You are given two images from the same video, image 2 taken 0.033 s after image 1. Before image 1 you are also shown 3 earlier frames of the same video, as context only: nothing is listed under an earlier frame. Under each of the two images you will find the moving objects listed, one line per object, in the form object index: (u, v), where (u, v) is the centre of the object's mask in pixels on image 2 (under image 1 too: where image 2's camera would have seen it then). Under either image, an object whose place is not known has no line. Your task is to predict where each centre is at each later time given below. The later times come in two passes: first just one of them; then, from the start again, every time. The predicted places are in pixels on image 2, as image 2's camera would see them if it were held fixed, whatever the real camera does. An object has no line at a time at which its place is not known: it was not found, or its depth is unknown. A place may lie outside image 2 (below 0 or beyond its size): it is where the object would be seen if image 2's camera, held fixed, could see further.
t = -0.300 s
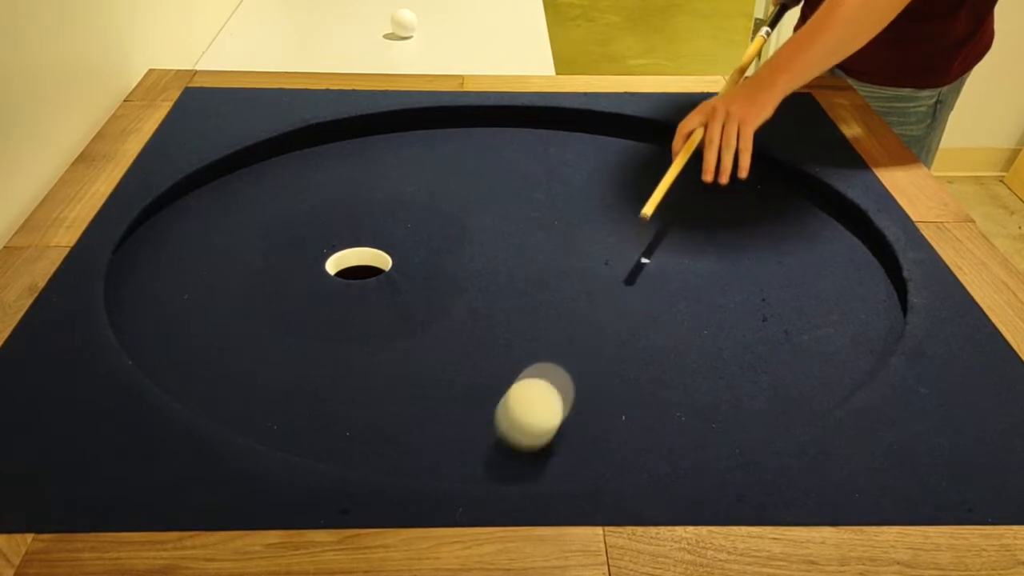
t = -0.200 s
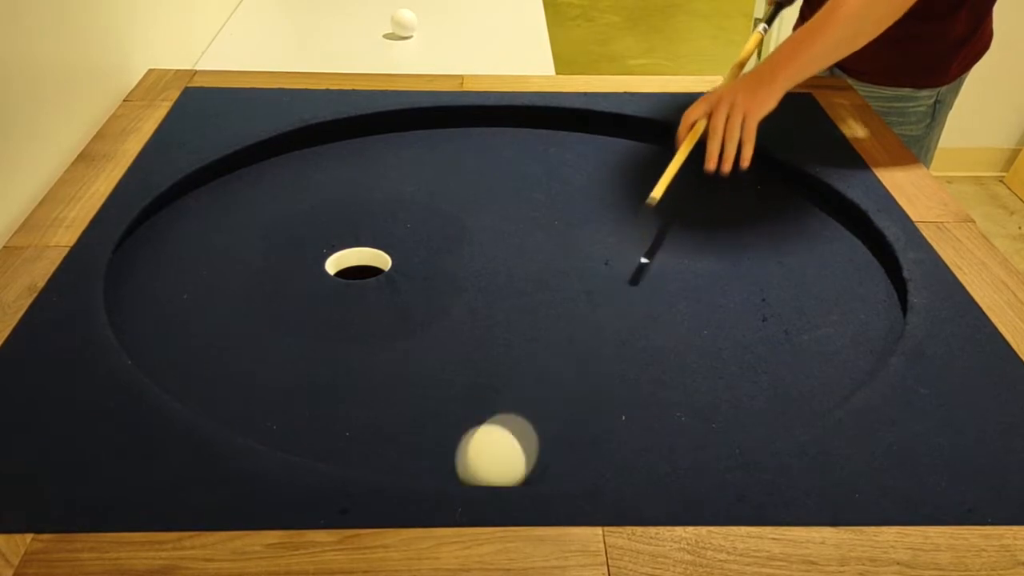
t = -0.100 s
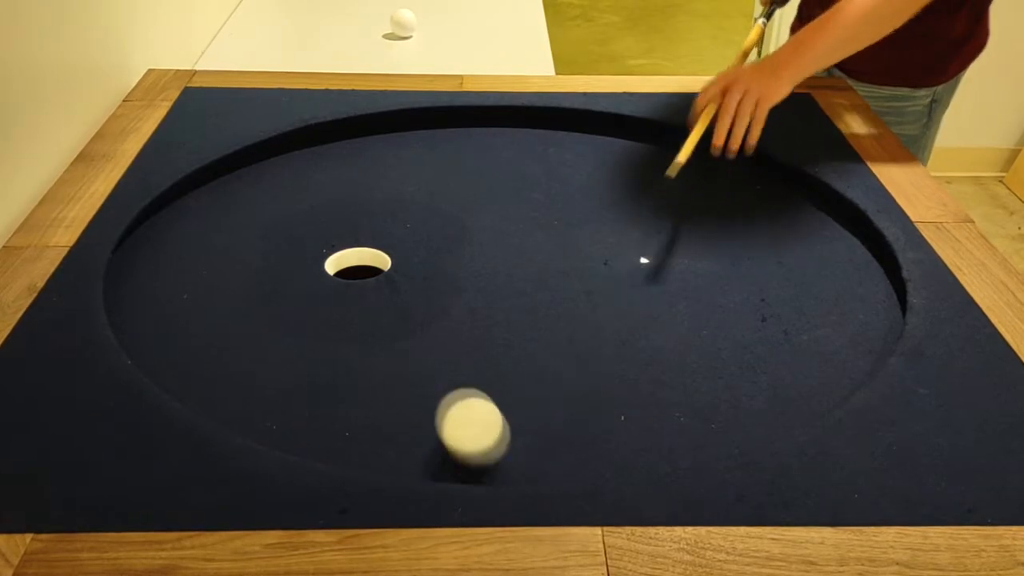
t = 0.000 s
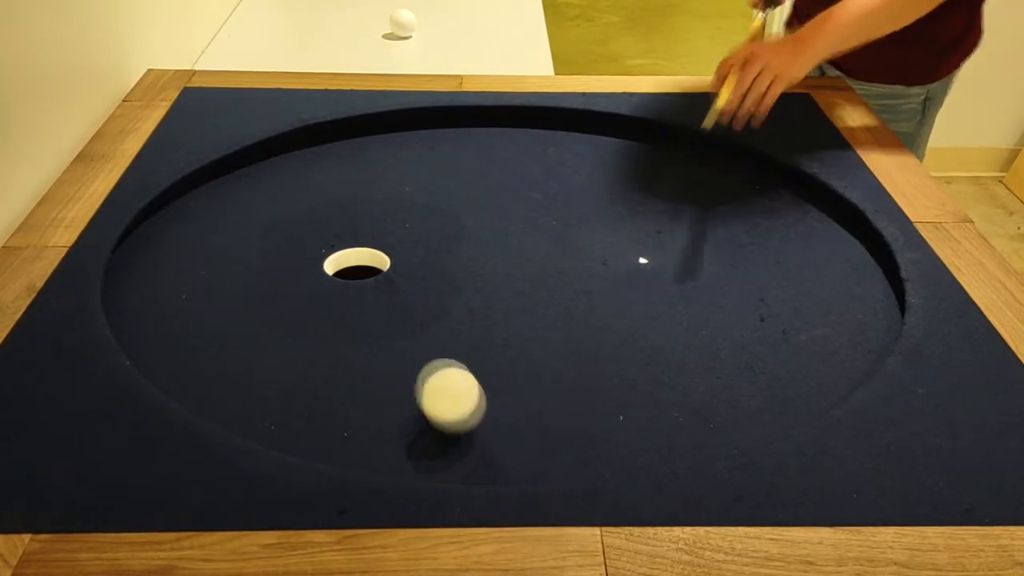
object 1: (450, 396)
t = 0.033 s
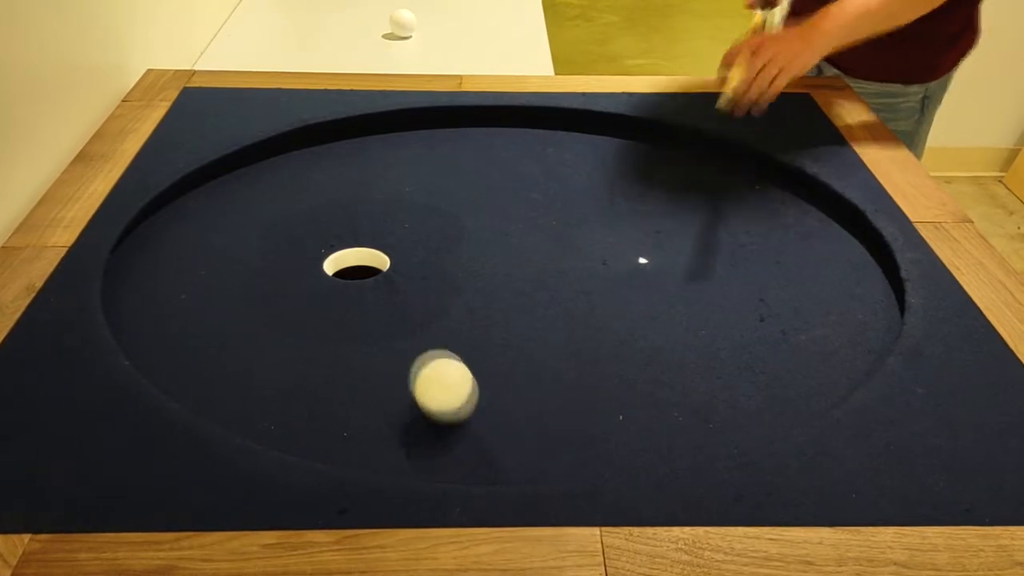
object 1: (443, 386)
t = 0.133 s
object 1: (425, 358)
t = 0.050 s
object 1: (440, 381)
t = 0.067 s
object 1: (437, 377)
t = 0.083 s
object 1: (434, 372)
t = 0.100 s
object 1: (431, 367)
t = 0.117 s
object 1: (428, 362)
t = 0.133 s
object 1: (425, 358)
